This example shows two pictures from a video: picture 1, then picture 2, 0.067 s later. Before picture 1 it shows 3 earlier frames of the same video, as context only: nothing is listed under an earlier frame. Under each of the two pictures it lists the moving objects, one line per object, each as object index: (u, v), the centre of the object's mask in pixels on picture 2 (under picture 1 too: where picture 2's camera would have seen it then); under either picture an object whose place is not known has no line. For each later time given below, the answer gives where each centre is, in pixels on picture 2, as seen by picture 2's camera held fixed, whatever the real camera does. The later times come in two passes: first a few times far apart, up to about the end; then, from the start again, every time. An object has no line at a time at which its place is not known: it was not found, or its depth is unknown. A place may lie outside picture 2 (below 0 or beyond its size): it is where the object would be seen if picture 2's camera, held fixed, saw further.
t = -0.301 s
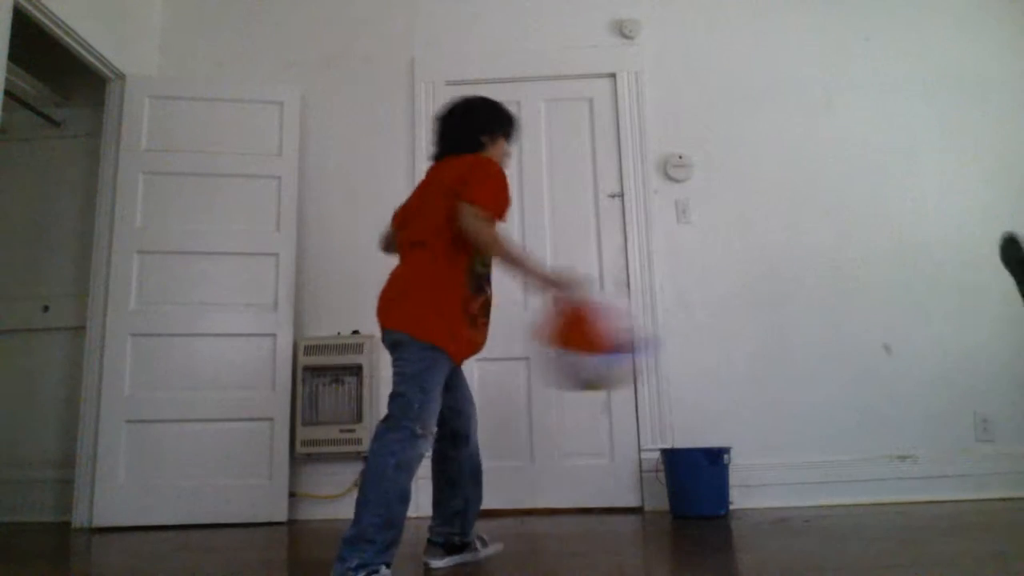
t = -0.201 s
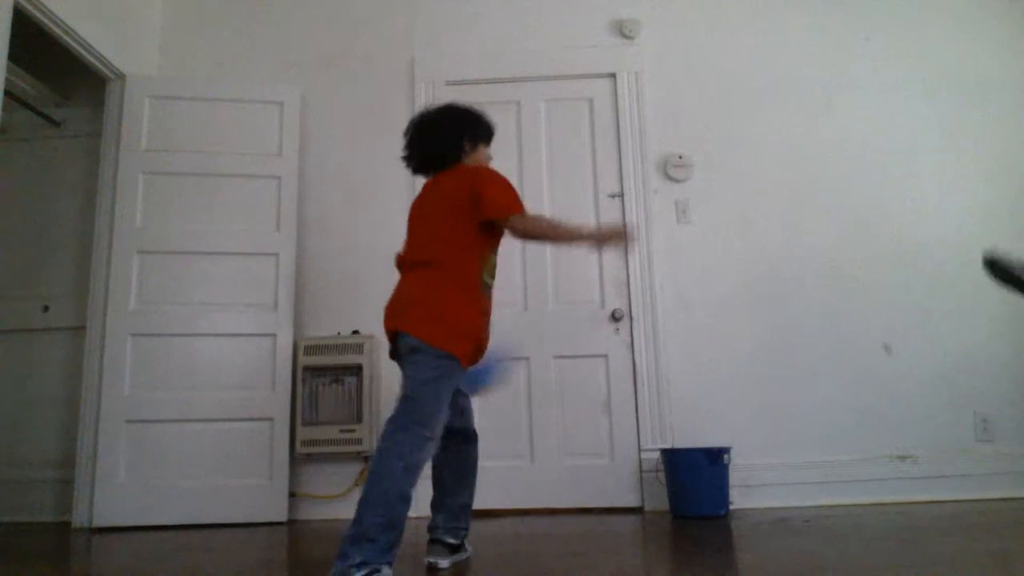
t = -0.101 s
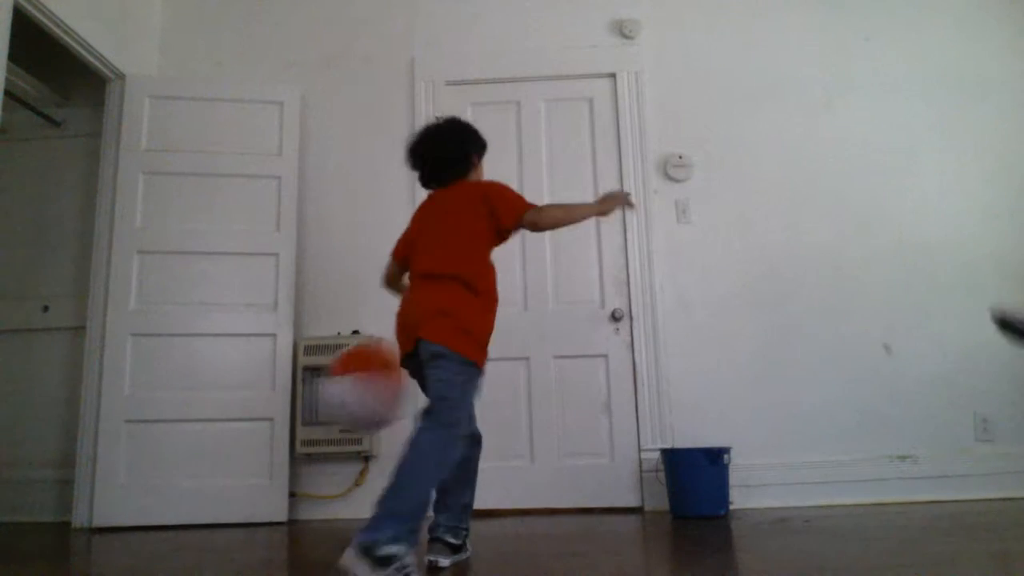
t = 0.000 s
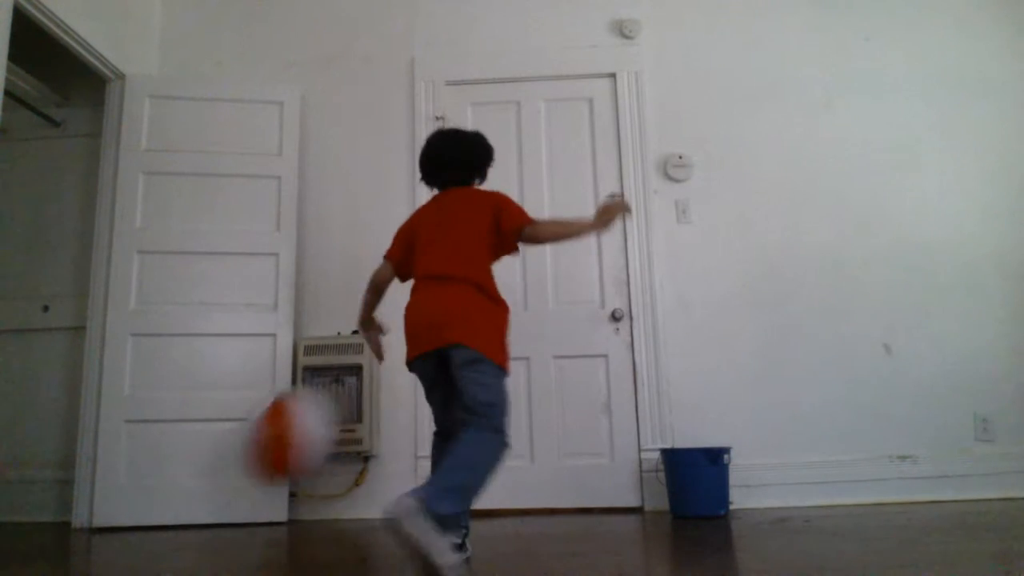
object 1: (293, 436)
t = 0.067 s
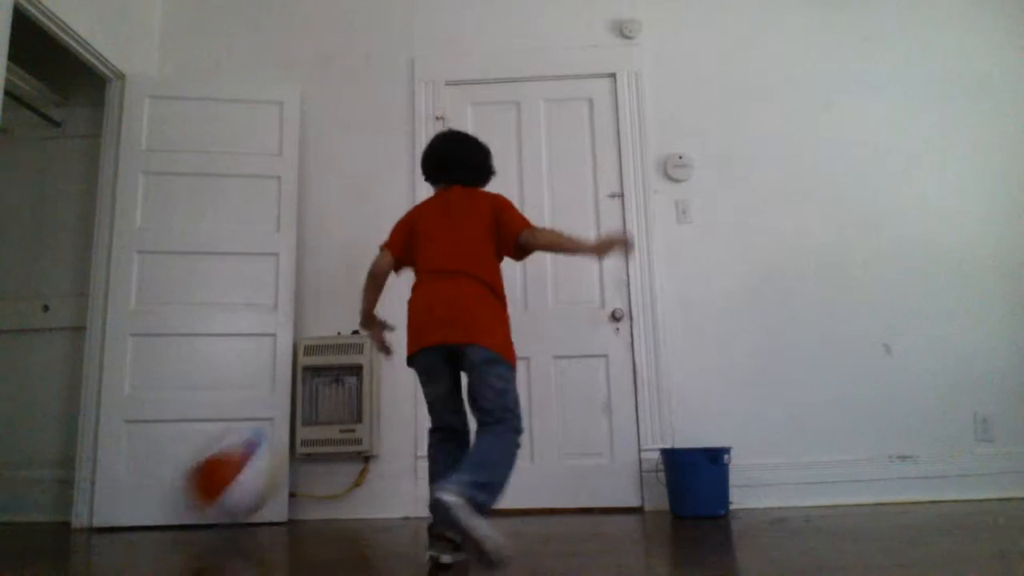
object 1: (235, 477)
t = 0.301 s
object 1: (149, 454)
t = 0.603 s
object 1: (79, 485)
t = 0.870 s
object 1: (33, 492)
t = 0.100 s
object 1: (202, 486)
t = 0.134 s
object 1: (194, 475)
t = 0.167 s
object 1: (186, 466)
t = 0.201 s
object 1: (177, 460)
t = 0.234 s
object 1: (168, 456)
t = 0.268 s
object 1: (159, 454)
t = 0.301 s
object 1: (149, 454)
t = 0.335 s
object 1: (143, 455)
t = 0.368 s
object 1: (134, 459)
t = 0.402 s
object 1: (126, 466)
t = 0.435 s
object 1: (117, 473)
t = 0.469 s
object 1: (109, 484)
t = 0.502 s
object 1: (101, 496)
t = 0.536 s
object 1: (93, 496)
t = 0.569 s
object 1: (87, 490)
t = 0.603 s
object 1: (79, 485)
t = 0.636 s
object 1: (73, 483)
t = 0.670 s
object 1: (68, 482)
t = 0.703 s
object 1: (61, 483)
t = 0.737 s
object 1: (52, 486)
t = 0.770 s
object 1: (45, 491)
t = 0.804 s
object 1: (41, 497)
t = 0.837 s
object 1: (37, 496)
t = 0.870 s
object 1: (33, 492)
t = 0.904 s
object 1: (30, 489)
